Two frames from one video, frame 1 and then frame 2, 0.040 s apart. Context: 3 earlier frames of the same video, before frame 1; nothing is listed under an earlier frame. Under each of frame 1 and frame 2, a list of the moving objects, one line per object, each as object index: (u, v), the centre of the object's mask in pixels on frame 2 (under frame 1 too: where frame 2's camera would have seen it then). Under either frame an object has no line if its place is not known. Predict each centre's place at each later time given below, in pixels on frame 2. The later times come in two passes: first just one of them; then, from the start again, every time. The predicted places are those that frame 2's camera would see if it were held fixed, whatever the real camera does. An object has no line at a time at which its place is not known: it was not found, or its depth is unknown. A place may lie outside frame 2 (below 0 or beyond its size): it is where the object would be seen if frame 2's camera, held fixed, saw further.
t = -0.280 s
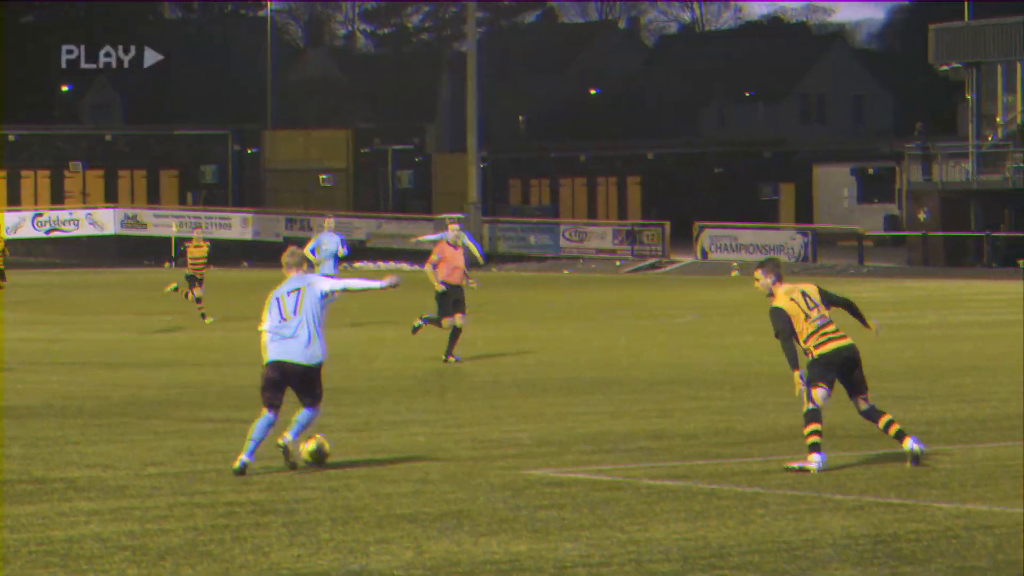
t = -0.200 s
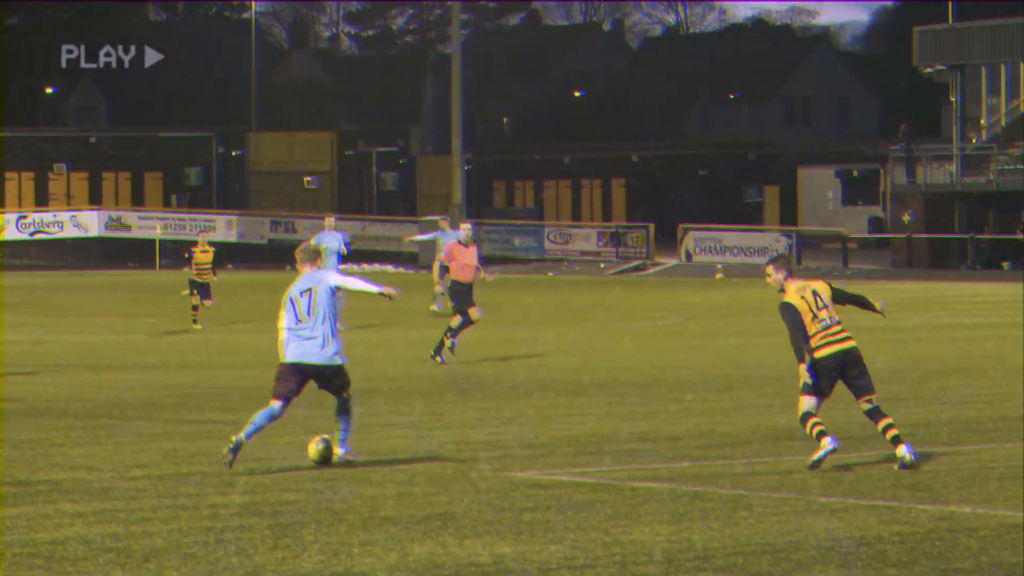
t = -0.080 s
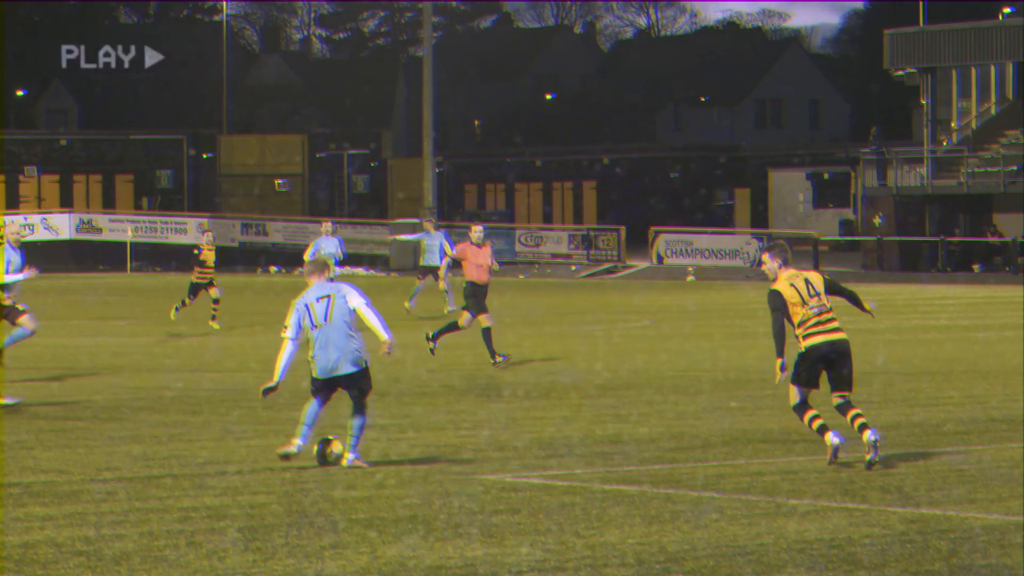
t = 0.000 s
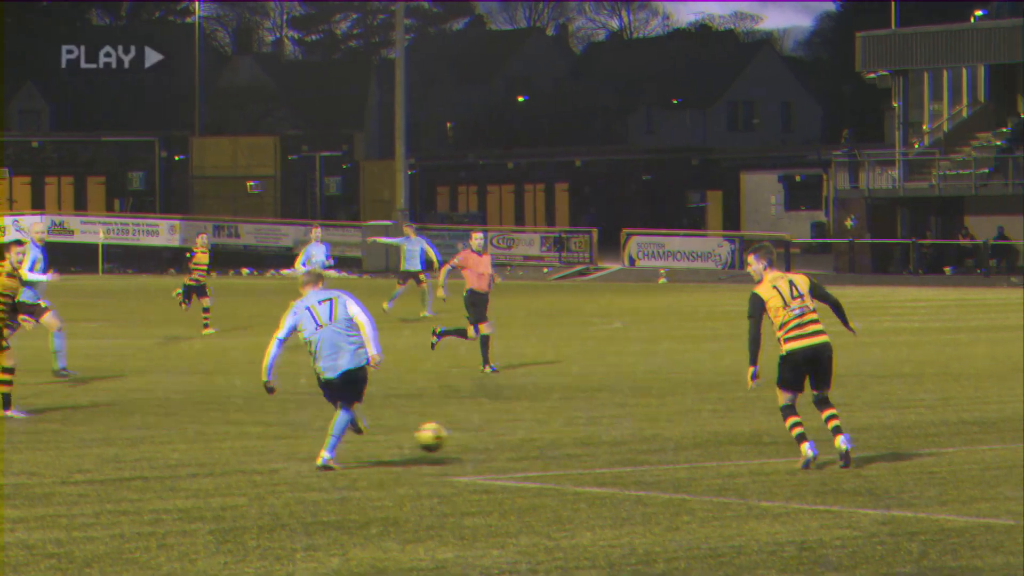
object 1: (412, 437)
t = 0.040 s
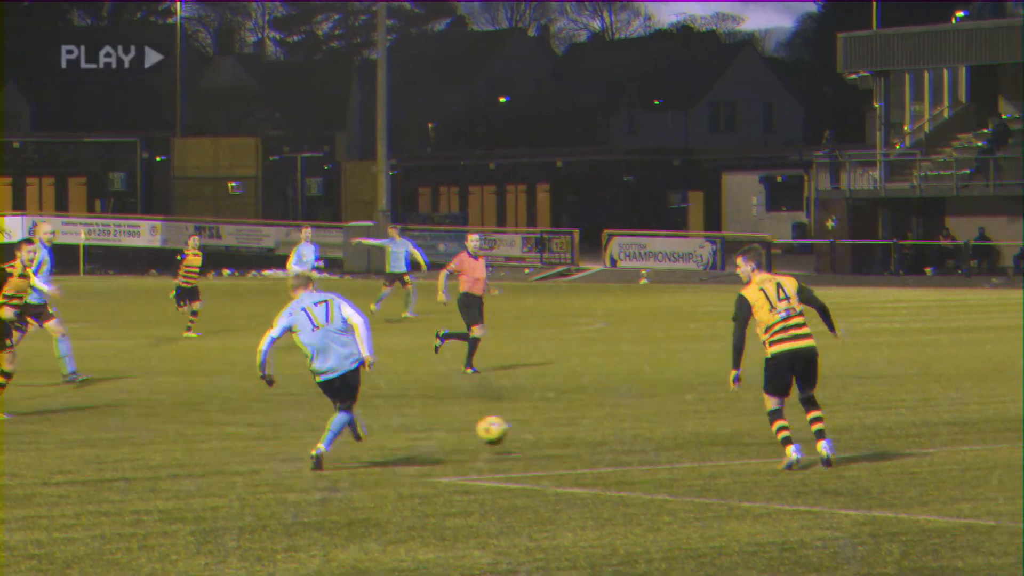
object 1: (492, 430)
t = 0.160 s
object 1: (716, 426)
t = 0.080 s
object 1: (569, 426)
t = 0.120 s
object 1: (644, 424)
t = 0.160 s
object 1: (716, 426)
